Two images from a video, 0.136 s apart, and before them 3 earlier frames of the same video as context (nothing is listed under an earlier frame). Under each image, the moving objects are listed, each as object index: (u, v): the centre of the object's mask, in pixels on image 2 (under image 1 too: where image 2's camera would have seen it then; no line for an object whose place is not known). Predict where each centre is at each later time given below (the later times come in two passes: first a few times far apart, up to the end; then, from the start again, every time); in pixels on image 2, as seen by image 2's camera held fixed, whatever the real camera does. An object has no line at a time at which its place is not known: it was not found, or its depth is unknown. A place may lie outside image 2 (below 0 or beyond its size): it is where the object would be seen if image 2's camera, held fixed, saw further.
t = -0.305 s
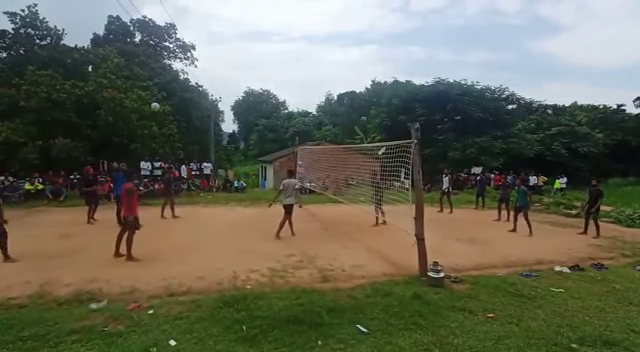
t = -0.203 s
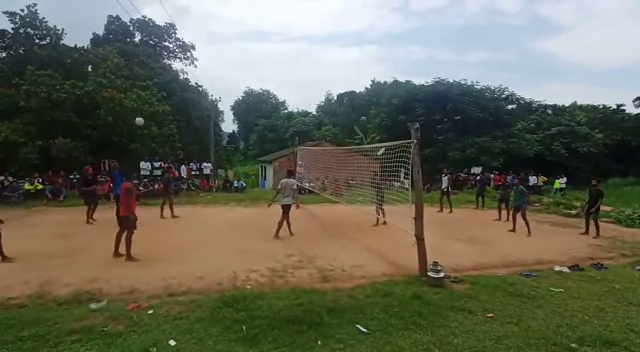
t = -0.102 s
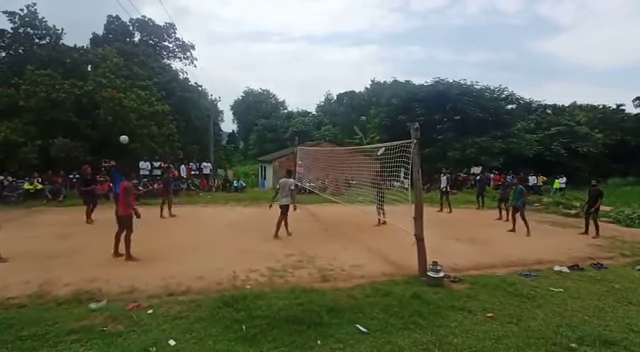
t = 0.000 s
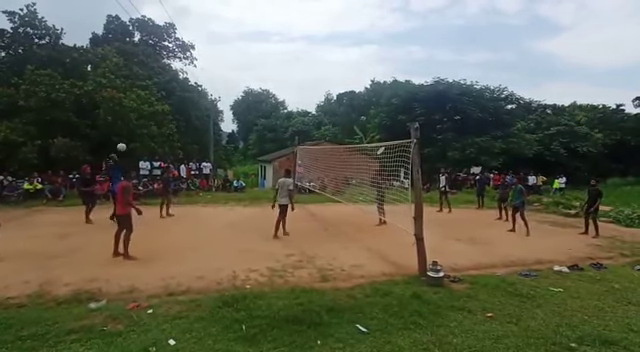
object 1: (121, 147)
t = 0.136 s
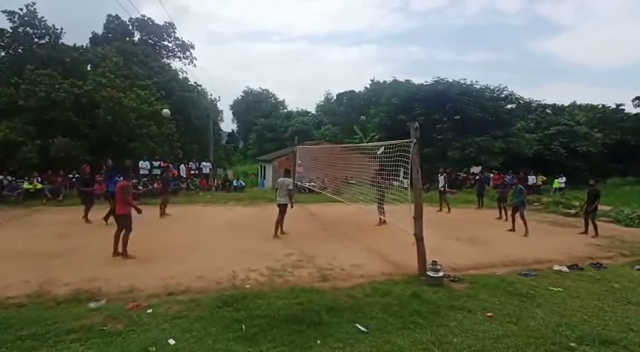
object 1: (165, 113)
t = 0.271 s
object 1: (209, 87)
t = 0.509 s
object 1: (282, 58)
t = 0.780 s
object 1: (361, 51)
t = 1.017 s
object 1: (425, 69)
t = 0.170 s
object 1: (176, 105)
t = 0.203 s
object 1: (187, 98)
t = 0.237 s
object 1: (198, 91)
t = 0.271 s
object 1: (209, 87)
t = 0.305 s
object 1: (219, 81)
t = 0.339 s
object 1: (230, 76)
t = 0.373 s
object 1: (241, 71)
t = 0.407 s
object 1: (251, 68)
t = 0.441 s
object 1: (261, 64)
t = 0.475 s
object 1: (272, 60)
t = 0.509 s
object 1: (282, 58)
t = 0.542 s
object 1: (292, 56)
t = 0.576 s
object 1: (302, 54)
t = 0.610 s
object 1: (312, 52)
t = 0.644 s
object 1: (322, 51)
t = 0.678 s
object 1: (332, 50)
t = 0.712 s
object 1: (342, 50)
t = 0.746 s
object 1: (352, 50)
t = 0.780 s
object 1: (361, 51)
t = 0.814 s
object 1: (370, 53)
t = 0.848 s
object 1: (380, 54)
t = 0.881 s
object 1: (389, 56)
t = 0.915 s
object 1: (399, 59)
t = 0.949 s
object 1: (408, 62)
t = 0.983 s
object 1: (416, 65)
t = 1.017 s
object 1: (425, 69)
